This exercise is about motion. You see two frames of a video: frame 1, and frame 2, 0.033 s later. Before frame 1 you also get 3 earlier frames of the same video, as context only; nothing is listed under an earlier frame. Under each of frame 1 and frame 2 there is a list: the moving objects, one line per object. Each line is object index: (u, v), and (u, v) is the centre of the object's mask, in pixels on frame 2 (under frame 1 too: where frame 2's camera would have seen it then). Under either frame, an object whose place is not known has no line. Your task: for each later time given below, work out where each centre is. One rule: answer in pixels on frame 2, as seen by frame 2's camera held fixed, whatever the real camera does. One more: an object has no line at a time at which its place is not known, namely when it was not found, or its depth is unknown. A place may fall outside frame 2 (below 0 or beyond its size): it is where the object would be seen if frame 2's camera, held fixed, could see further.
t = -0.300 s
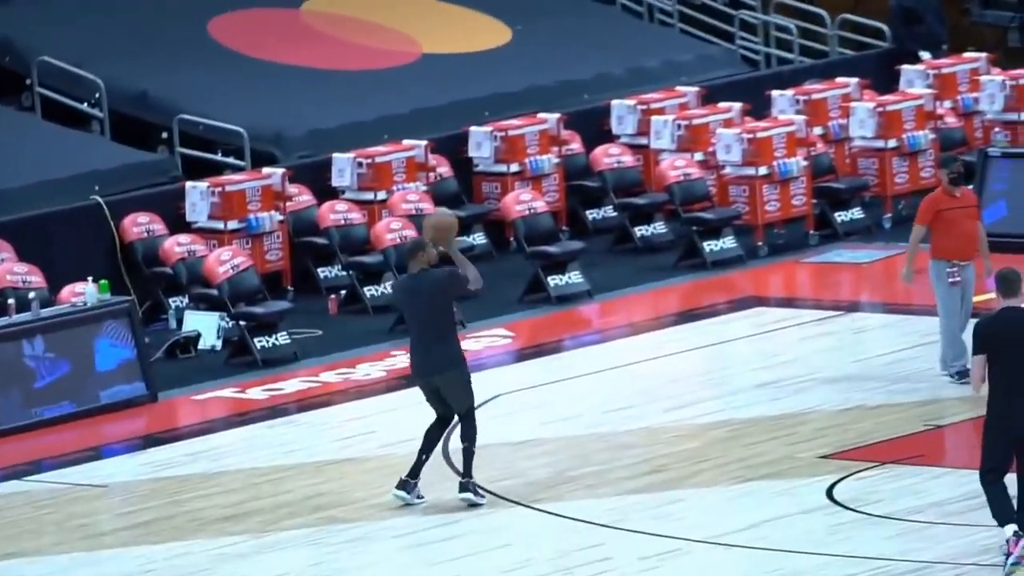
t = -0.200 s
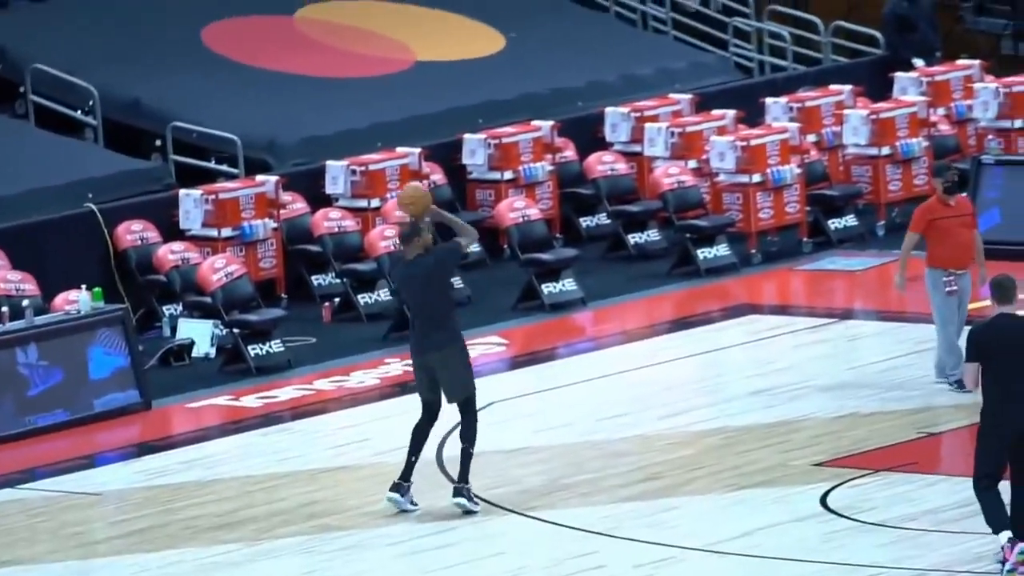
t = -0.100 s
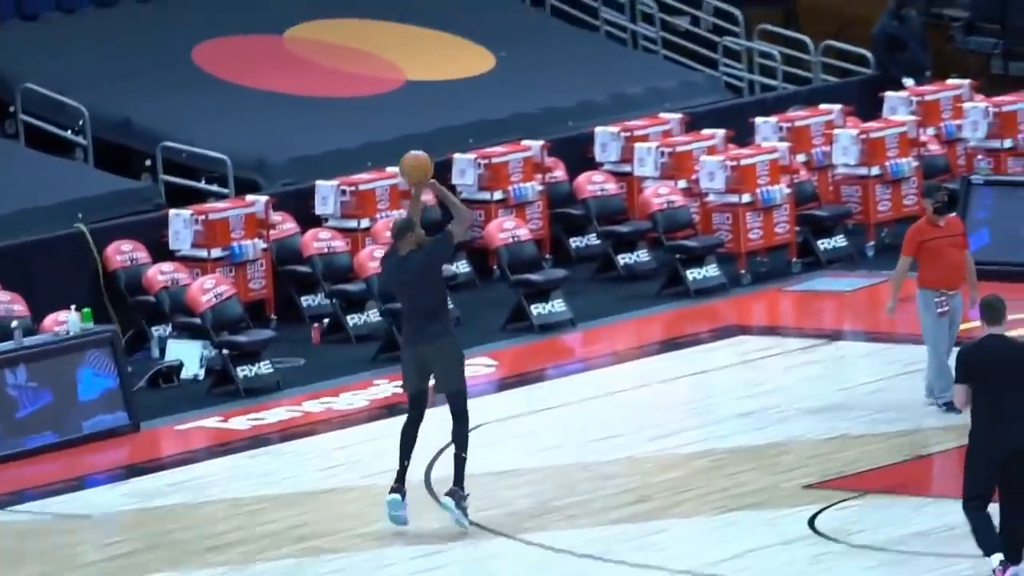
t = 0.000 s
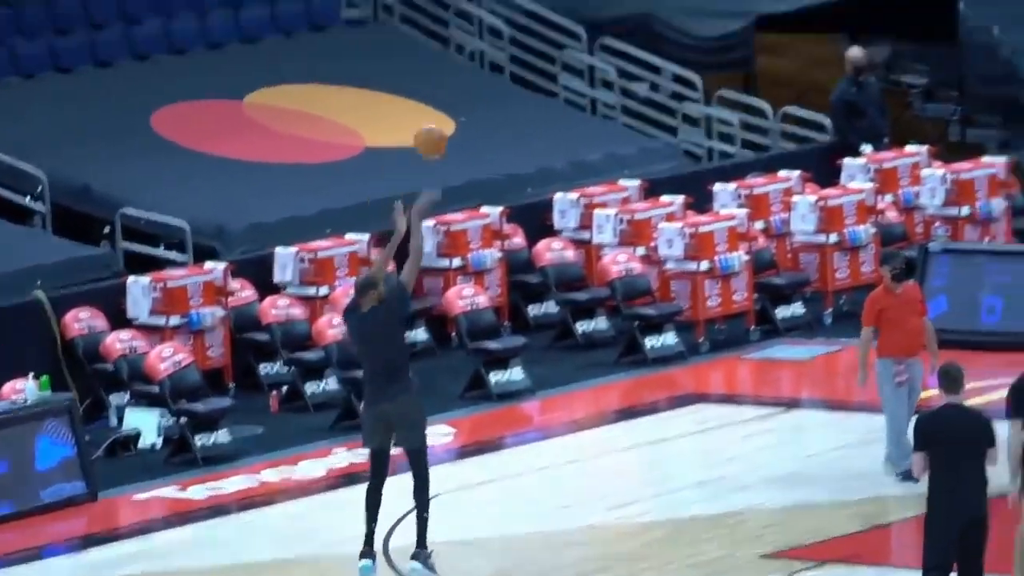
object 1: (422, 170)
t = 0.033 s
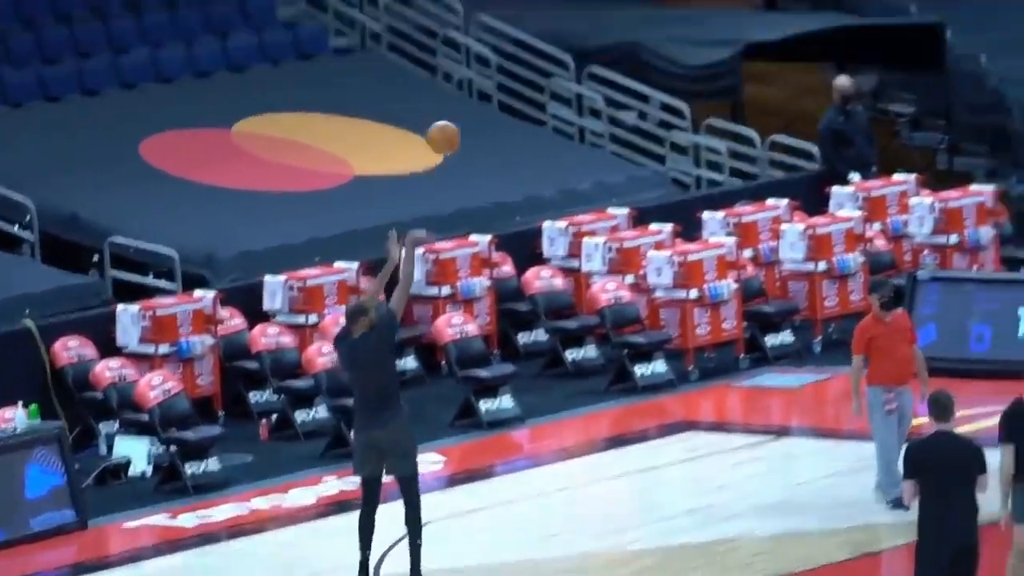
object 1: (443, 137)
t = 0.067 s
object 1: (467, 109)
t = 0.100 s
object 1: (491, 80)
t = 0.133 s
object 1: (517, 53)
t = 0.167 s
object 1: (543, 27)
